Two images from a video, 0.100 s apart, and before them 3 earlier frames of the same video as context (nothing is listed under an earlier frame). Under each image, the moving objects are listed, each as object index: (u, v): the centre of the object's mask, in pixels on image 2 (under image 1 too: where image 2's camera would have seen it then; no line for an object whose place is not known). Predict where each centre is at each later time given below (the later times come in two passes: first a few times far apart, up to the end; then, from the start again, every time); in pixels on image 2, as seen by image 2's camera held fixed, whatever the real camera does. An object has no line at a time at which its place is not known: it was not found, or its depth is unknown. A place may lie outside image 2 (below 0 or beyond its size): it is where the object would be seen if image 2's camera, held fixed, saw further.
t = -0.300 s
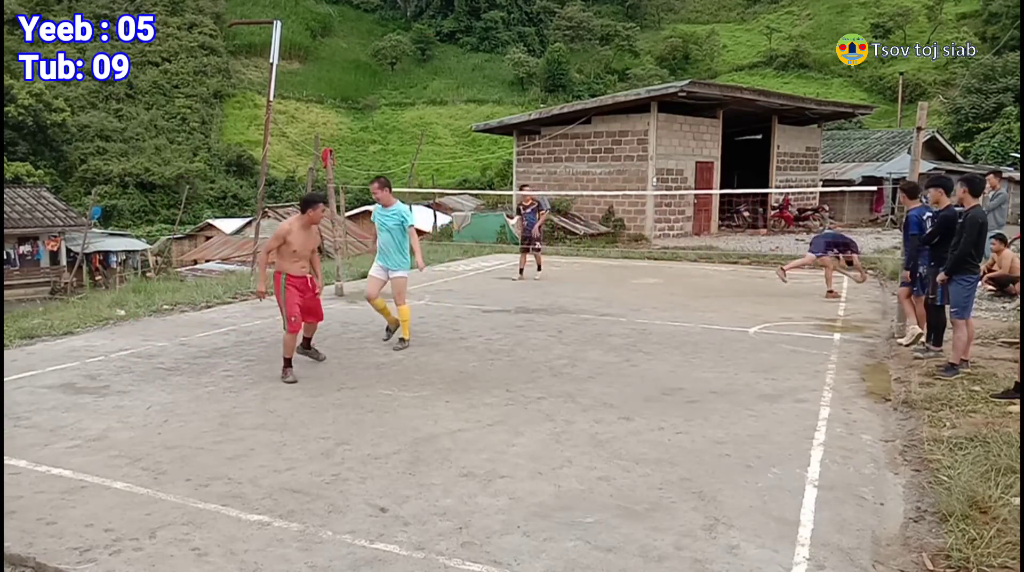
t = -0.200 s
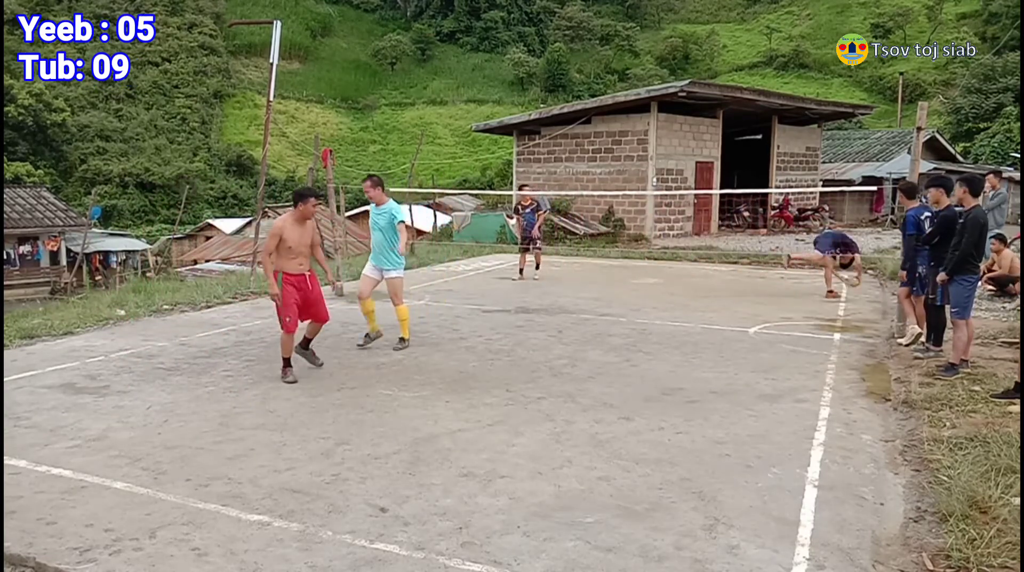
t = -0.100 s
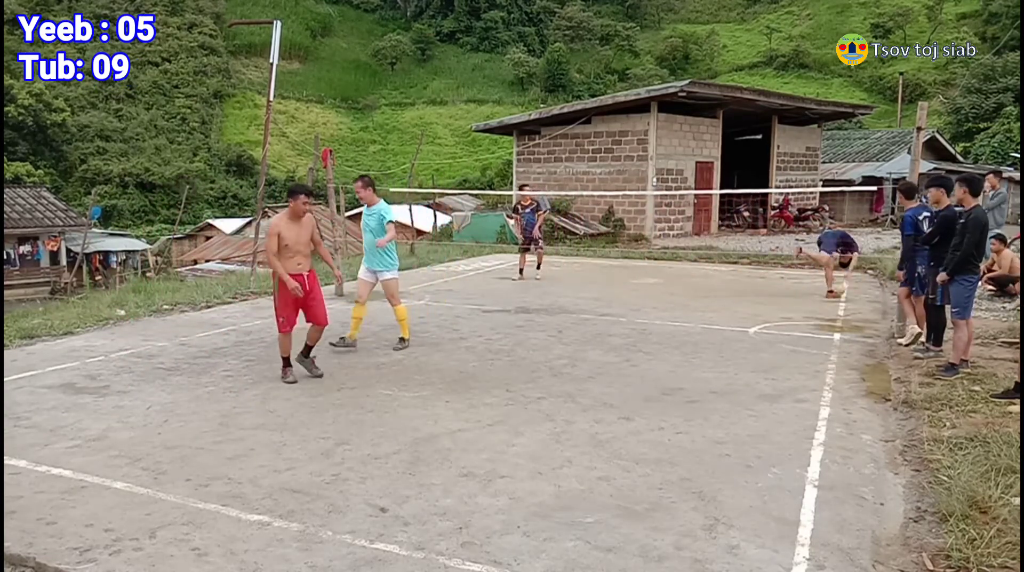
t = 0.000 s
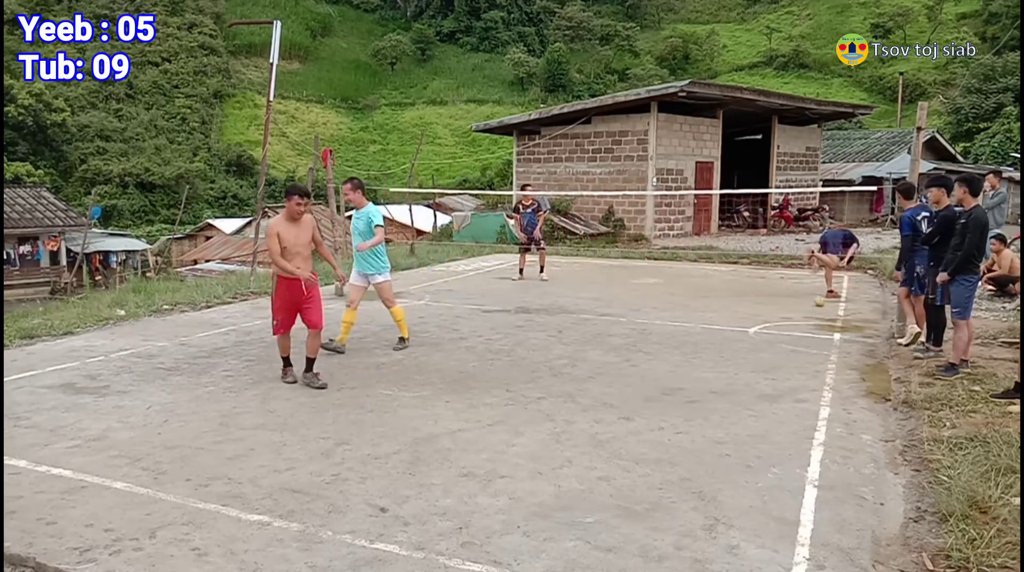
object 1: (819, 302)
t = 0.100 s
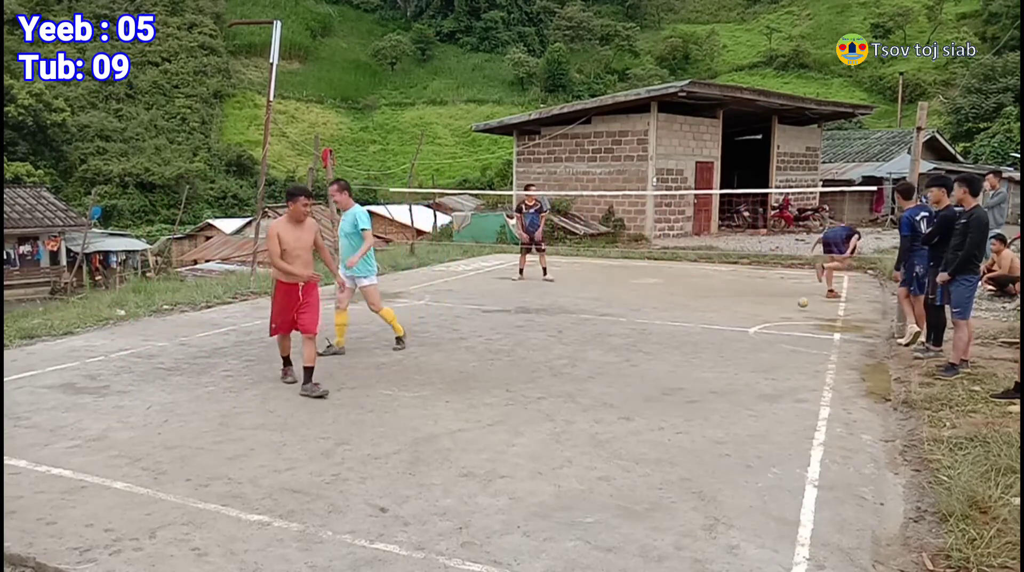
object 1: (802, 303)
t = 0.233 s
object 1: (779, 310)
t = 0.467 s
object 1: (739, 320)
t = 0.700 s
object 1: (696, 332)
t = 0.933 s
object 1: (648, 345)
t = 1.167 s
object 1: (595, 360)
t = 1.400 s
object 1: (534, 376)
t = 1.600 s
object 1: (474, 388)
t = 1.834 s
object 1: (395, 416)
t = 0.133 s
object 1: (797, 305)
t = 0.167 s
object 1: (790, 309)
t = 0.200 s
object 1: (784, 311)
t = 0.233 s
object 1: (779, 310)
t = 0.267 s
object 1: (773, 311)
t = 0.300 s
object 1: (768, 313)
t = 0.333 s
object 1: (762, 316)
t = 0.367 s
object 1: (756, 318)
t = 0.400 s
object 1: (751, 318)
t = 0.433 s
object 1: (745, 319)
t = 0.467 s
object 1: (739, 320)
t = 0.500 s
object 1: (733, 323)
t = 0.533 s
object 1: (727, 326)
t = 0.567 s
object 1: (721, 327)
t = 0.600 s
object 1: (716, 329)
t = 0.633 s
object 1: (708, 330)
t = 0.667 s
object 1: (702, 331)
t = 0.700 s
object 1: (696, 332)
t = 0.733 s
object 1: (690, 334)
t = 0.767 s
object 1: (683, 336)
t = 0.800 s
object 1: (676, 337)
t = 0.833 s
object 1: (670, 339)
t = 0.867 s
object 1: (662, 342)
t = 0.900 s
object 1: (655, 343)
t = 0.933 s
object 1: (648, 345)
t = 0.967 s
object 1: (641, 348)
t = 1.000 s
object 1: (633, 348)
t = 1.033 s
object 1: (626, 349)
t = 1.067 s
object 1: (619, 352)
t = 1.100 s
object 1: (611, 356)
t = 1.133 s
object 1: (603, 358)
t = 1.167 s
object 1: (595, 360)
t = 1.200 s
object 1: (586, 361)
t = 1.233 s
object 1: (578, 365)
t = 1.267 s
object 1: (569, 366)
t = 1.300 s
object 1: (560, 369)
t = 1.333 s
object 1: (552, 371)
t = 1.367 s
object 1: (543, 373)
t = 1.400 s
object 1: (534, 376)
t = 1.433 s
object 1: (524, 377)
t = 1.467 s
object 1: (514, 379)
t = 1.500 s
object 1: (505, 382)
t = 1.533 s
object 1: (494, 387)
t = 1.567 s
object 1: (484, 387)
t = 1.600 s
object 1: (474, 388)
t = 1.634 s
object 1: (464, 391)
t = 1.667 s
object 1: (453, 395)
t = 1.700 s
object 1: (442, 402)
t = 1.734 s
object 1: (431, 404)
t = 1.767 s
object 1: (419, 406)
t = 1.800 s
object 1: (407, 411)
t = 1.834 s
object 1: (395, 416)
